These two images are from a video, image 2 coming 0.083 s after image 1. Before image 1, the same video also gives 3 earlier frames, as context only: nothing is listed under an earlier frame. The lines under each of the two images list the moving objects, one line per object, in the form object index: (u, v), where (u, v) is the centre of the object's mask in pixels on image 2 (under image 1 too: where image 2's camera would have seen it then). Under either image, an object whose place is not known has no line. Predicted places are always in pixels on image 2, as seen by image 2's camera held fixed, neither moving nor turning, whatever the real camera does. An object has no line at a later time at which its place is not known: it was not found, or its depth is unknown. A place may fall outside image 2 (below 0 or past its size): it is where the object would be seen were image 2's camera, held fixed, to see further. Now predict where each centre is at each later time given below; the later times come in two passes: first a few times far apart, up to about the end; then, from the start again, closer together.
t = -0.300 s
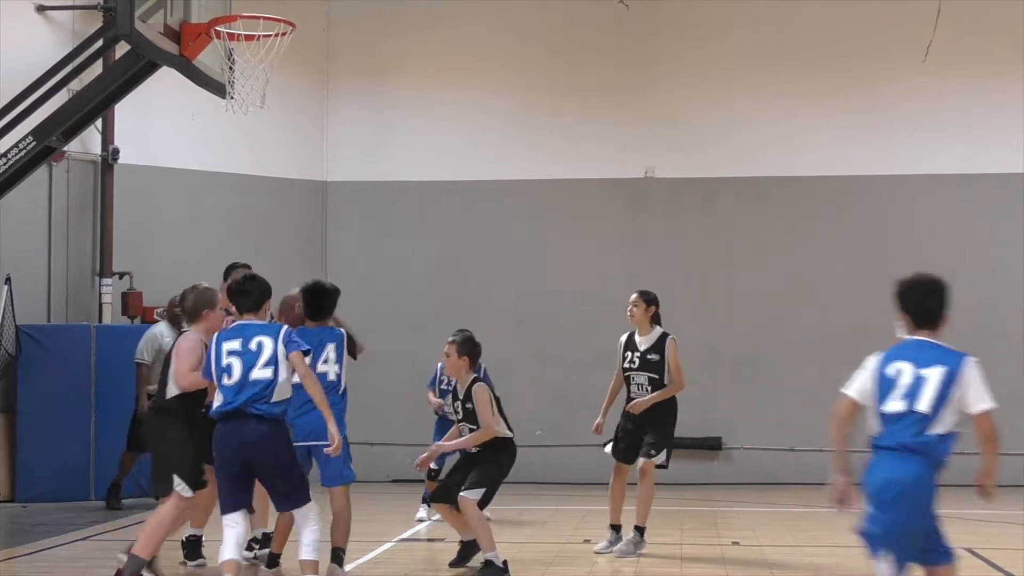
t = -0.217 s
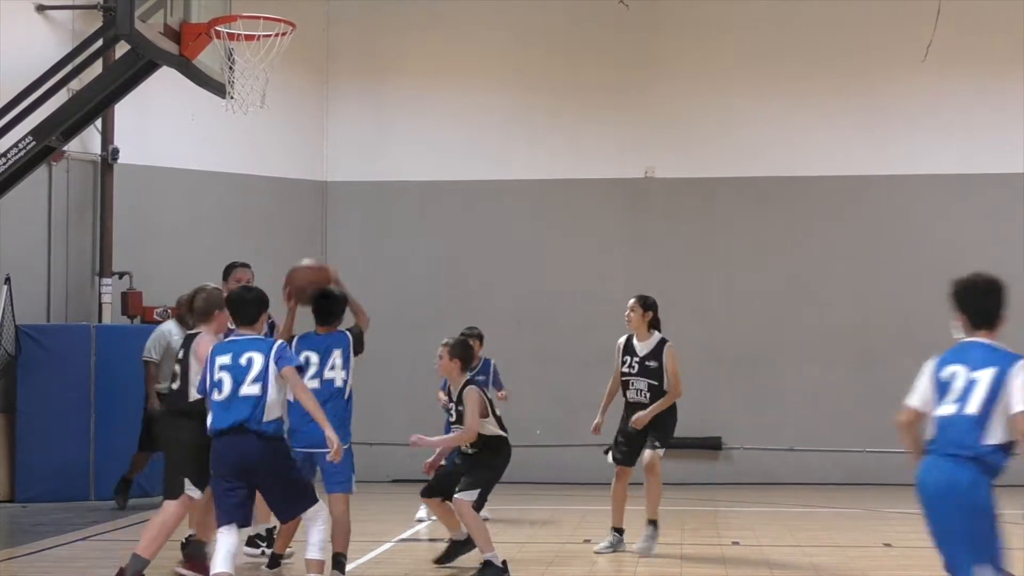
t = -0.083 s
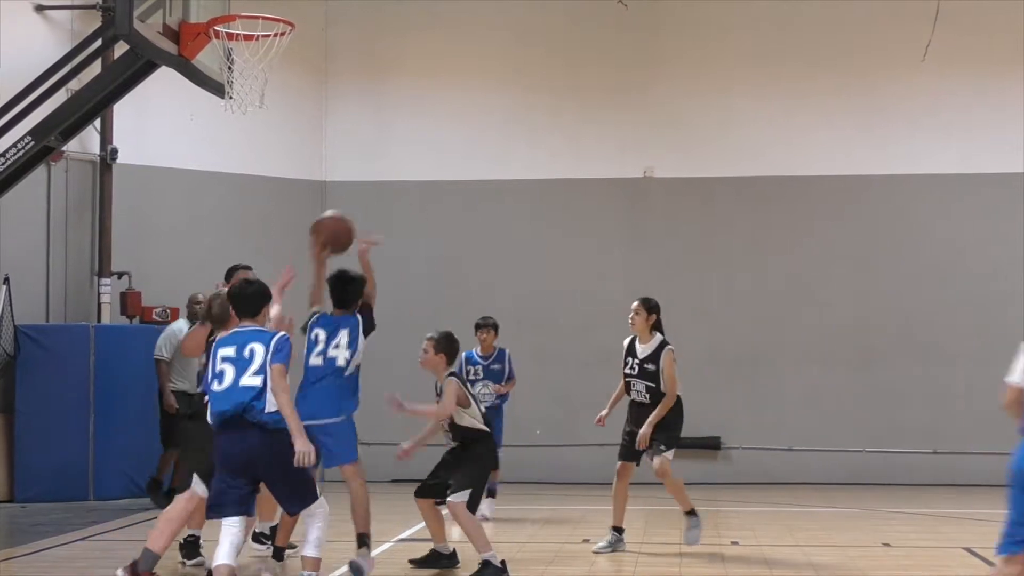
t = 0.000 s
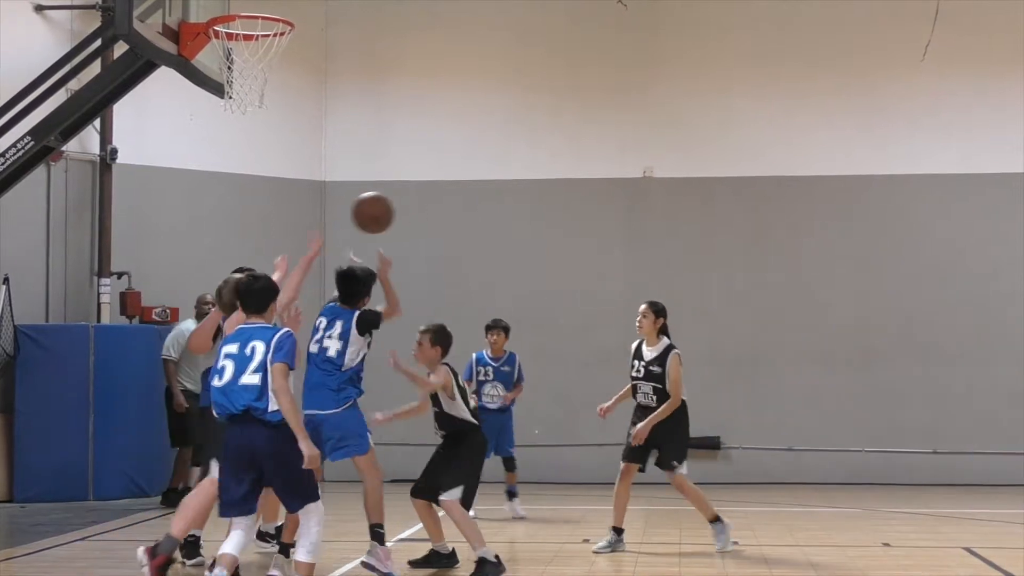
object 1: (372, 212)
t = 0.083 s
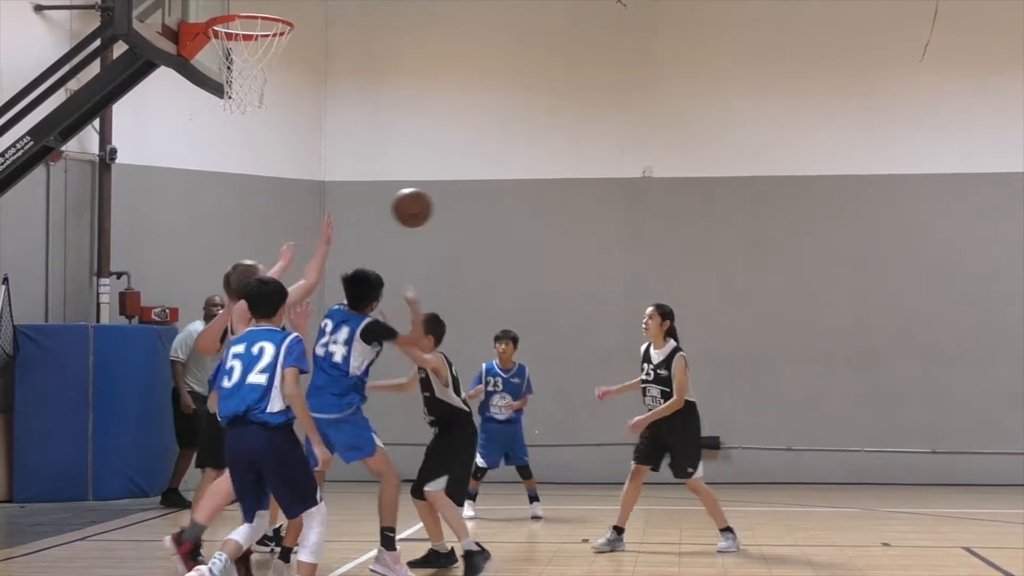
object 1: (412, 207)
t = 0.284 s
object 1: (492, 239)
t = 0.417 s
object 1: (536, 285)
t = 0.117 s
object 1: (427, 209)
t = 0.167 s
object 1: (448, 214)
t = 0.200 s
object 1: (462, 219)
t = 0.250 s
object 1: (480, 230)
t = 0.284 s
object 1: (492, 239)
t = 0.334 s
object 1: (509, 254)
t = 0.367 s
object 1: (520, 266)
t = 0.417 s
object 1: (536, 285)
